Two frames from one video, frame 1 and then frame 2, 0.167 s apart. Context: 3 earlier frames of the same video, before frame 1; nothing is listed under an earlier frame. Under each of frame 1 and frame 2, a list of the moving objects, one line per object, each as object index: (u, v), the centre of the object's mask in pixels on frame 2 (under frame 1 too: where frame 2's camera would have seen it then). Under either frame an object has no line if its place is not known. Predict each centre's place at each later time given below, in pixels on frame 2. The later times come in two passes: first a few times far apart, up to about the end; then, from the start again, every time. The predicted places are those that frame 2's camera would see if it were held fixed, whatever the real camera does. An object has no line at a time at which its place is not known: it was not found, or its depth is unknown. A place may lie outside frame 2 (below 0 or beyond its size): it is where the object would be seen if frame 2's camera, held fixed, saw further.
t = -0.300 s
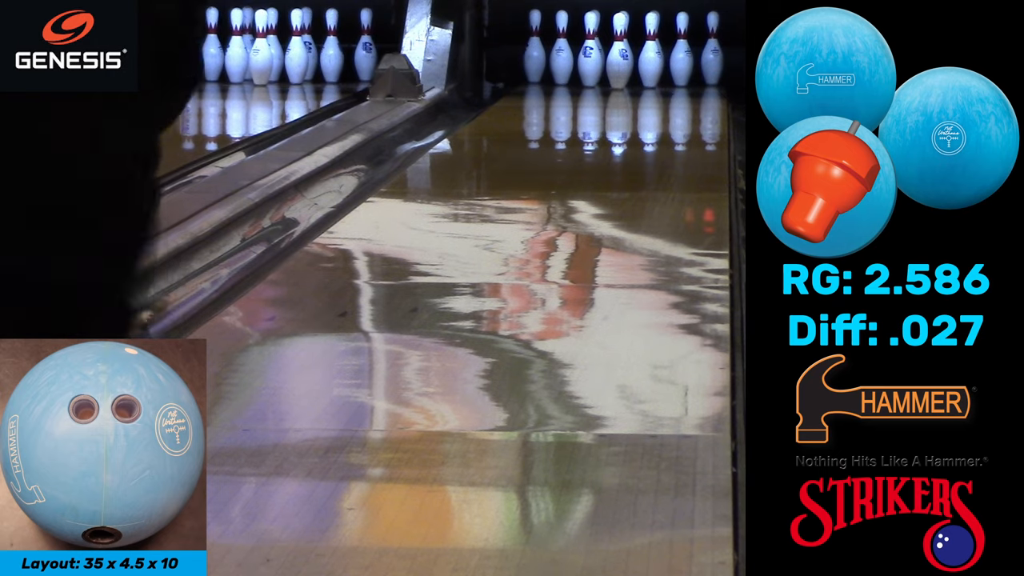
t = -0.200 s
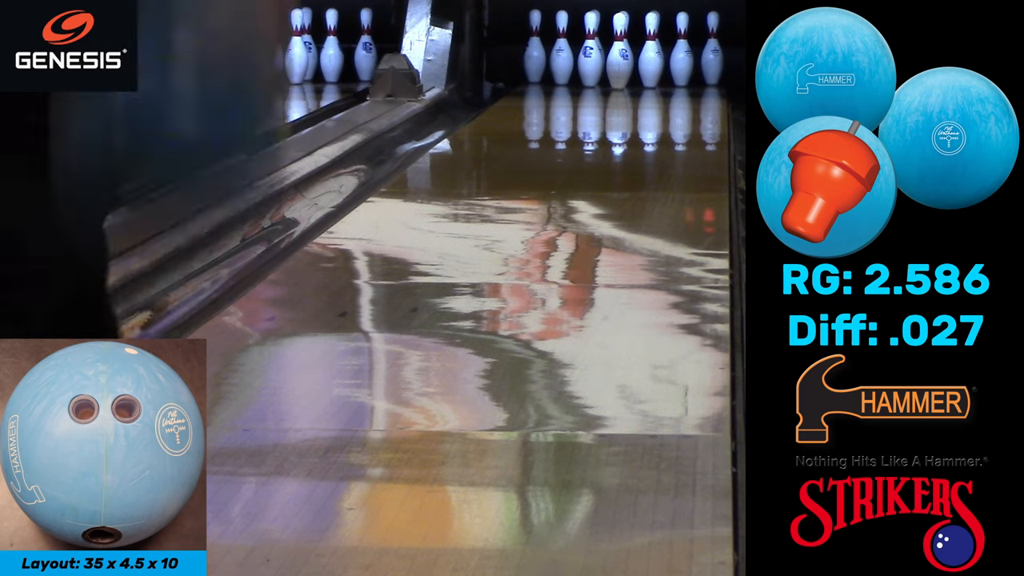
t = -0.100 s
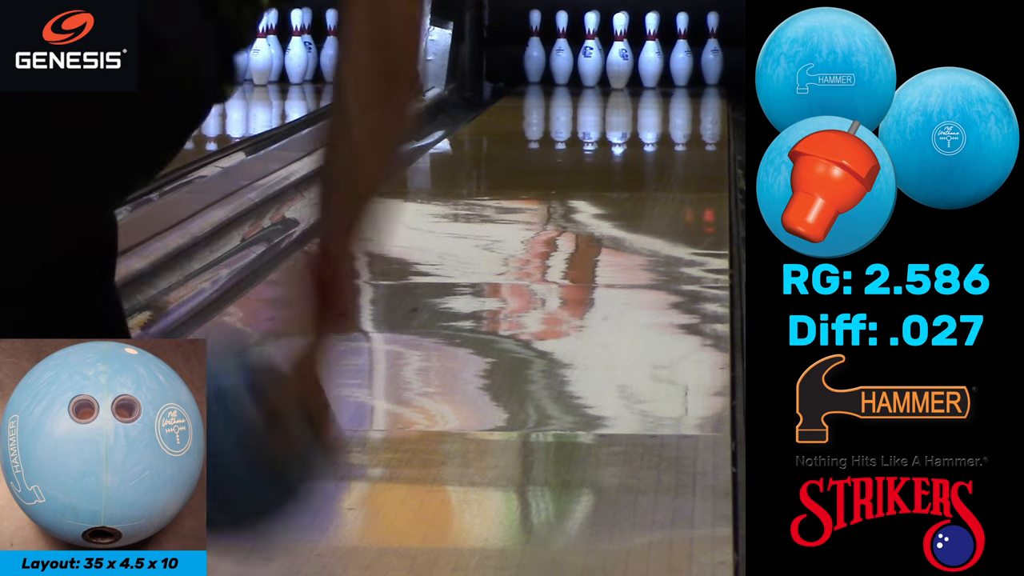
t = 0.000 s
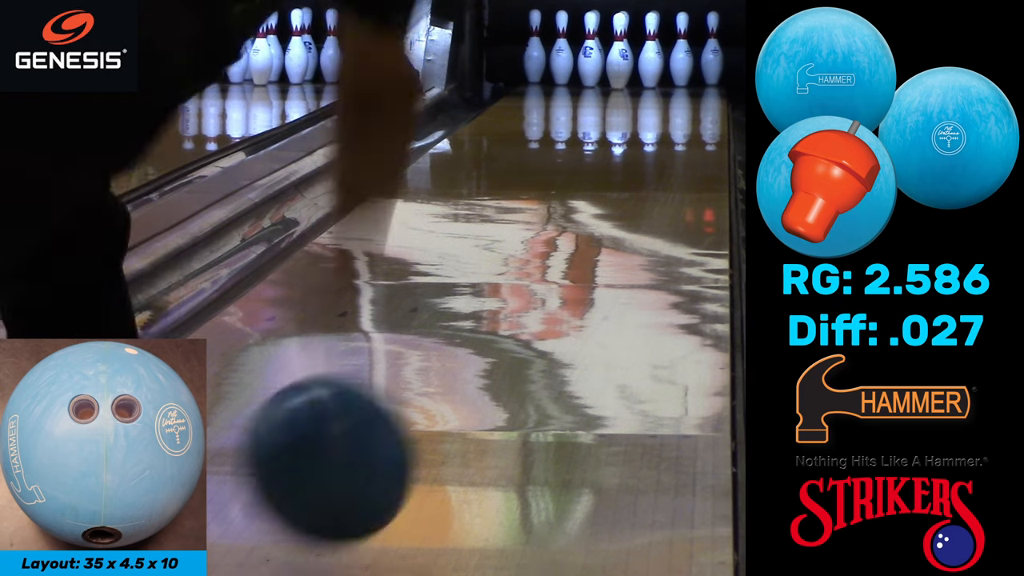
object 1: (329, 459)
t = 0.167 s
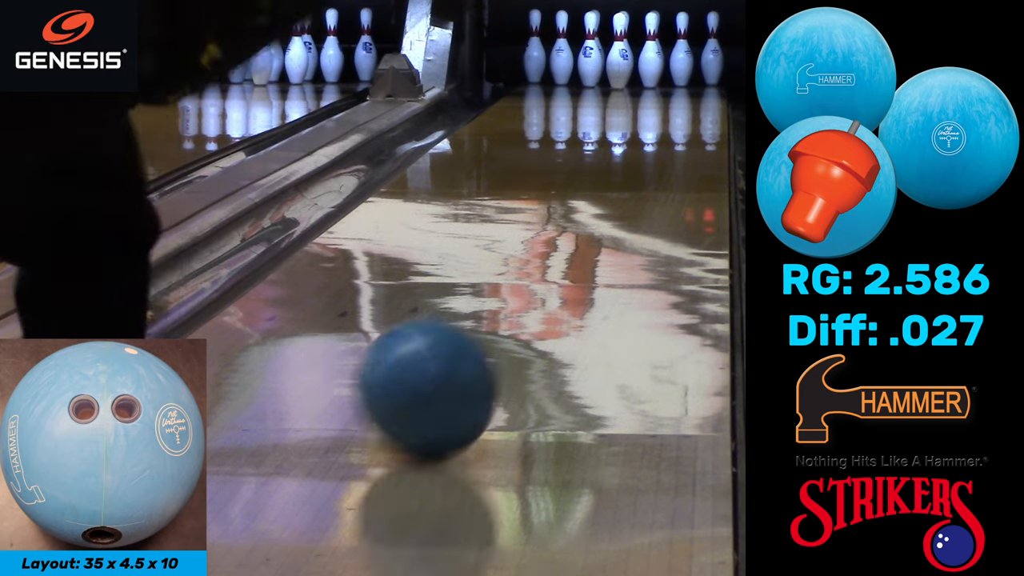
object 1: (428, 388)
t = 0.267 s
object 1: (471, 343)
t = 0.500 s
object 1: (545, 268)
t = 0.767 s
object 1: (600, 208)
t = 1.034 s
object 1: (635, 167)
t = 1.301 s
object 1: (659, 137)
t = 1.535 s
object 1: (673, 114)
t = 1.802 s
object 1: (680, 99)
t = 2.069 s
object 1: (671, 84)
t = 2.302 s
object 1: (653, 73)
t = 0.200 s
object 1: (444, 371)
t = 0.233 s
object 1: (458, 357)
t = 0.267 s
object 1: (471, 343)
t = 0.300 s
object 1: (484, 330)
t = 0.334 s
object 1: (496, 318)
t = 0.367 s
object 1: (507, 307)
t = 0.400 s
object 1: (517, 296)
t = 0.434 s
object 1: (527, 286)
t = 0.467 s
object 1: (536, 276)
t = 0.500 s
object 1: (545, 268)
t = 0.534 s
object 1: (554, 260)
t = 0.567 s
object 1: (560, 252)
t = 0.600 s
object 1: (569, 244)
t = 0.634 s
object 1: (576, 237)
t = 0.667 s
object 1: (582, 229)
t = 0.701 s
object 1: (588, 223)
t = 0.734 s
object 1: (595, 215)
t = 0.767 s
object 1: (600, 208)
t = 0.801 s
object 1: (605, 203)
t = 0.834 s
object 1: (610, 196)
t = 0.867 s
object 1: (615, 192)
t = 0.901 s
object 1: (619, 186)
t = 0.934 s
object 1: (623, 181)
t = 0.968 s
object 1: (627, 177)
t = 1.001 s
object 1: (631, 172)
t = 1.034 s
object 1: (635, 167)
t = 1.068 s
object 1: (639, 163)
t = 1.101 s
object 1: (642, 159)
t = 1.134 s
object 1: (645, 155)
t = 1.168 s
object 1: (648, 151)
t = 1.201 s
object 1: (652, 147)
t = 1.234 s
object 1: (654, 144)
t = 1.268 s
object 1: (657, 140)
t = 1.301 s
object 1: (659, 137)
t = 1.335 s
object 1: (661, 133)
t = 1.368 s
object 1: (664, 130)
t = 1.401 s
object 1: (665, 126)
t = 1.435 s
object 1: (667, 124)
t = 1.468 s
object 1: (669, 120)
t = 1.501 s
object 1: (671, 117)
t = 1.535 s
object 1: (673, 114)
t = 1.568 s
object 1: (674, 112)
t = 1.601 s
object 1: (676, 110)
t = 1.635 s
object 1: (677, 108)
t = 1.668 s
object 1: (678, 106)
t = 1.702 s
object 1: (679, 104)
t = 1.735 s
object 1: (679, 102)
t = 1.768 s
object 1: (680, 101)
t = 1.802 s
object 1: (680, 99)
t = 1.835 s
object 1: (680, 97)
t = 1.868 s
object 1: (679, 95)
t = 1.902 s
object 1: (679, 93)
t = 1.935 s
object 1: (678, 91)
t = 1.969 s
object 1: (677, 89)
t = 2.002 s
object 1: (675, 88)
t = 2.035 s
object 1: (673, 86)
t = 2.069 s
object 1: (671, 84)
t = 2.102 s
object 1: (669, 82)
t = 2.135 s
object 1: (667, 81)
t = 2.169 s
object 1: (664, 79)
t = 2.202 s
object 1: (661, 77)
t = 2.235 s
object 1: (659, 76)
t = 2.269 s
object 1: (656, 74)
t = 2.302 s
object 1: (653, 73)
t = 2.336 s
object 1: (650, 72)
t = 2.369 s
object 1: (648, 68)
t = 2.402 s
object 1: (649, 67)
